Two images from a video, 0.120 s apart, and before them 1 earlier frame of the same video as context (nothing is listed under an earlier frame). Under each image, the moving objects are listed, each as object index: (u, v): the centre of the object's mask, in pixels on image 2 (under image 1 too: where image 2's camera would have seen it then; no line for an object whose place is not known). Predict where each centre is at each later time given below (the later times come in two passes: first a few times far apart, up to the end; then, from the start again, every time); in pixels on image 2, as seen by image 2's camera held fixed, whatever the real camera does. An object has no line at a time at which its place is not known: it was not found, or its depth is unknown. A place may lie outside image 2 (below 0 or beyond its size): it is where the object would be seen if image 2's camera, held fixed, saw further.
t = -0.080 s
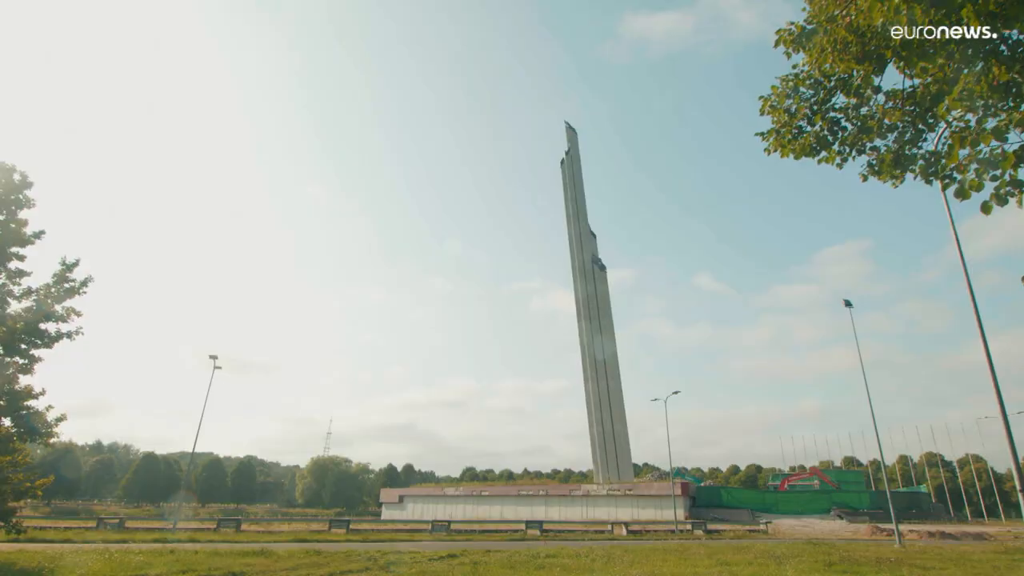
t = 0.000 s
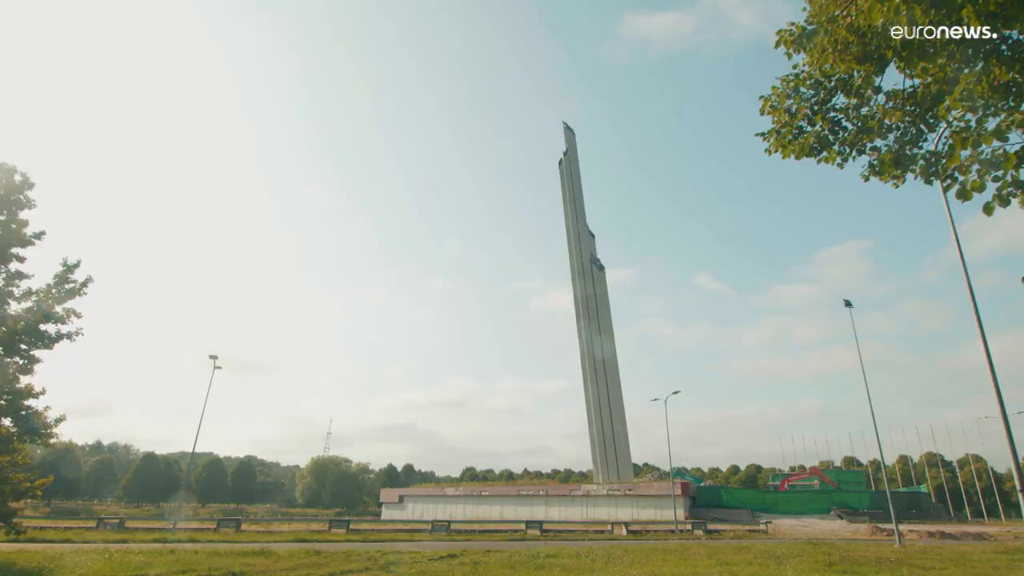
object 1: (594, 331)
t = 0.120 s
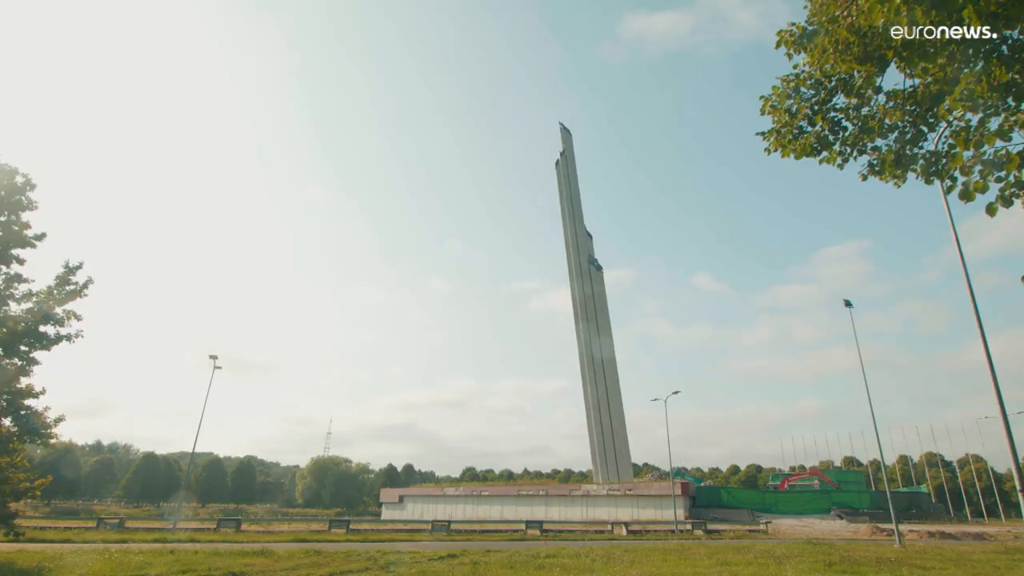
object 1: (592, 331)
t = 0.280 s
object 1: (590, 331)
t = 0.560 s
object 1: (584, 332)
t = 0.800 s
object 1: (578, 333)
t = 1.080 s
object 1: (568, 335)
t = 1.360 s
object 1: (555, 339)
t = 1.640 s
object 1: (538, 345)
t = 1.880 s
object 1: (520, 352)
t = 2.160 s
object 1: (495, 366)
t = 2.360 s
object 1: (475, 382)
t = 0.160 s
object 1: (592, 331)
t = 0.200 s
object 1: (591, 331)
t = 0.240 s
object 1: (590, 331)
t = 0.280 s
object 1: (590, 331)
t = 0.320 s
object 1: (589, 331)
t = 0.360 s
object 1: (588, 331)
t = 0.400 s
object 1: (588, 331)
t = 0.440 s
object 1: (587, 332)
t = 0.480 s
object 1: (586, 332)
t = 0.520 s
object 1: (585, 332)
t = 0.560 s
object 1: (584, 332)
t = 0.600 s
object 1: (583, 332)
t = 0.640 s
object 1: (582, 332)
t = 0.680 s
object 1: (581, 332)
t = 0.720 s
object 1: (580, 333)
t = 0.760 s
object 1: (579, 333)
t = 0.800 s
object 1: (578, 333)
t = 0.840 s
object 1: (576, 333)
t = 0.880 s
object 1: (575, 334)
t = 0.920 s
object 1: (574, 334)
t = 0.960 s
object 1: (572, 335)
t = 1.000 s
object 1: (571, 335)
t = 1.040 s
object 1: (569, 335)
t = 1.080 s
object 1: (568, 335)
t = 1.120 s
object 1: (566, 336)
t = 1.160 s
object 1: (564, 336)
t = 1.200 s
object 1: (563, 337)
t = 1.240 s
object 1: (561, 337)
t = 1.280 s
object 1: (559, 338)
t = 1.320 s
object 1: (557, 339)
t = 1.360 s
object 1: (555, 339)
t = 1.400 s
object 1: (553, 340)
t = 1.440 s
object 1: (550, 341)
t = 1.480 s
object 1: (548, 341)
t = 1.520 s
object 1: (546, 342)
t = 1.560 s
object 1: (543, 343)
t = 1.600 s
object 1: (540, 344)
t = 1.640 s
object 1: (538, 345)
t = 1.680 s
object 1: (535, 346)
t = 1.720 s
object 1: (532, 347)
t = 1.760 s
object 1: (529, 348)
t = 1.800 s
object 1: (526, 350)
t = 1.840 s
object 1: (523, 351)
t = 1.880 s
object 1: (520, 352)
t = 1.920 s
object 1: (516, 354)
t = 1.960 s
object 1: (513, 356)
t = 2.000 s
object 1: (510, 358)
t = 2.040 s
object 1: (506, 360)
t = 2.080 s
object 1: (503, 362)
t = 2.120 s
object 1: (499, 364)
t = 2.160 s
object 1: (495, 366)
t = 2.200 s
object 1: (491, 369)
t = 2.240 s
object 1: (488, 372)
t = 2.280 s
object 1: (484, 375)
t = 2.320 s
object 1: (480, 379)
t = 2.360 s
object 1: (475, 382)
